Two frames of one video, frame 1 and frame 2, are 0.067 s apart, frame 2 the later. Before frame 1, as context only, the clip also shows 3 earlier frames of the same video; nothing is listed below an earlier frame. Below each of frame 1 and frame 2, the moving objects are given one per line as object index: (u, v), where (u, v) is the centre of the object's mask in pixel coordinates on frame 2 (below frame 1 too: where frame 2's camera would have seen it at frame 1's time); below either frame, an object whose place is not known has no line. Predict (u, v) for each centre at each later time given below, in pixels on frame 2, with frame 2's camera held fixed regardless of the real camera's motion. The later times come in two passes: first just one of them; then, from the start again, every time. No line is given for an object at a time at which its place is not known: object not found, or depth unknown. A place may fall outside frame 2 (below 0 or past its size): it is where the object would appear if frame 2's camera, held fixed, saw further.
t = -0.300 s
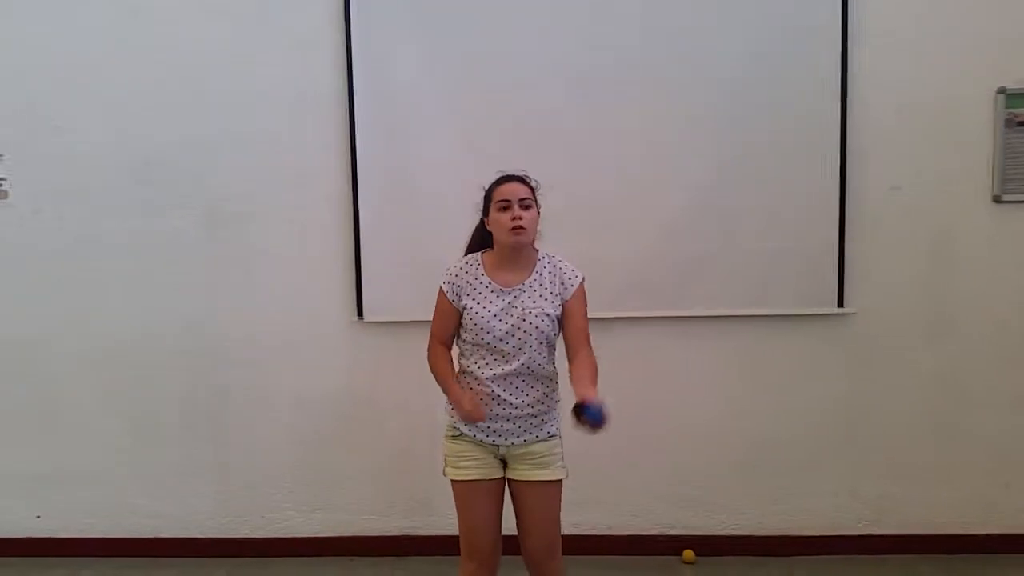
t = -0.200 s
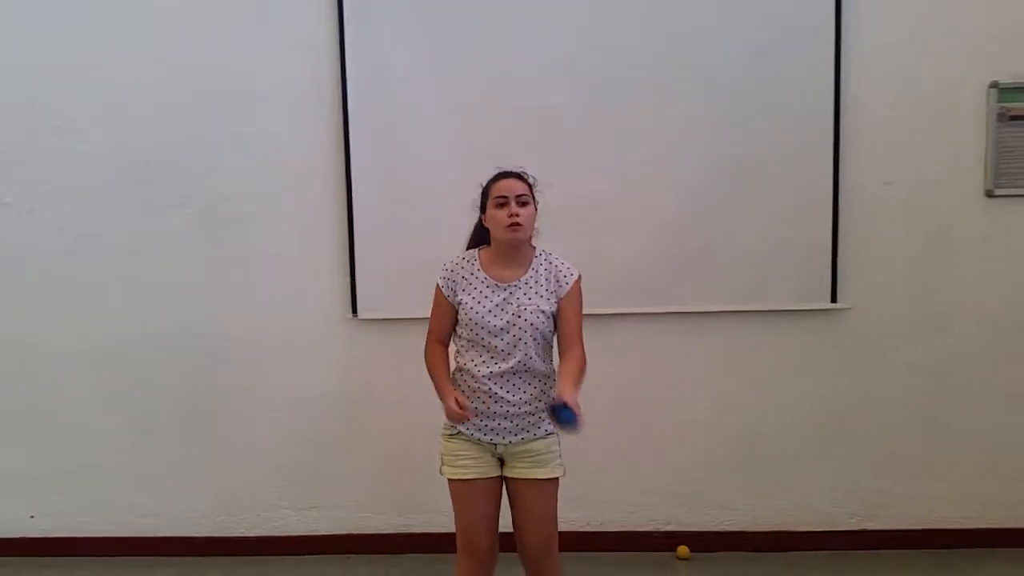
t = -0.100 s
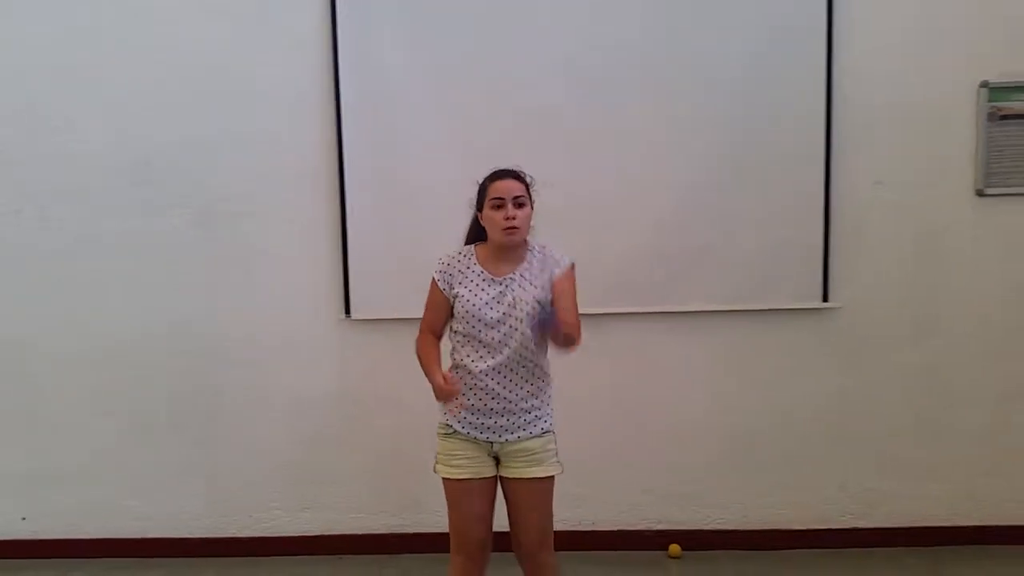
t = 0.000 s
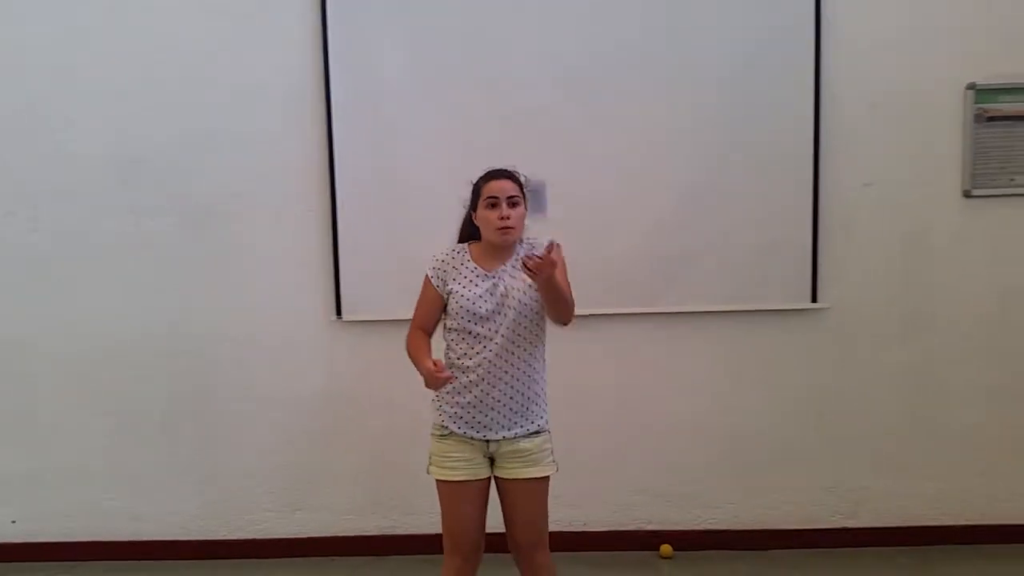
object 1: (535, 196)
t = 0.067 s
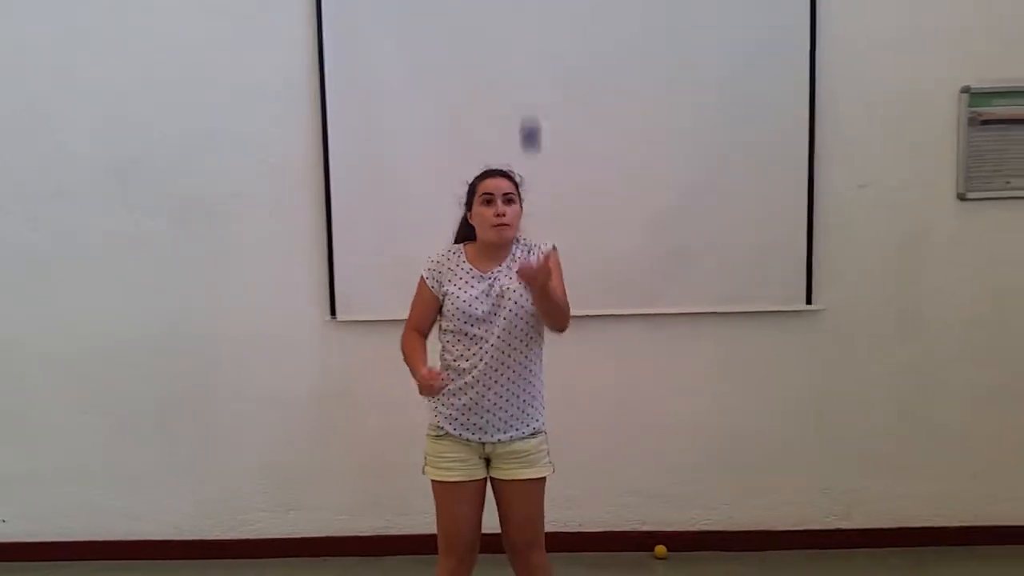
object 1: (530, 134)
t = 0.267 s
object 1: (526, 44)
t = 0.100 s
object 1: (528, 107)
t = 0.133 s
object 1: (529, 85)
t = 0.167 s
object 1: (531, 66)
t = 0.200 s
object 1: (530, 53)
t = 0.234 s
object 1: (526, 46)
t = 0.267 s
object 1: (526, 44)
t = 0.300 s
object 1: (529, 46)
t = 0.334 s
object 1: (531, 47)
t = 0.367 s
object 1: (533, 61)
